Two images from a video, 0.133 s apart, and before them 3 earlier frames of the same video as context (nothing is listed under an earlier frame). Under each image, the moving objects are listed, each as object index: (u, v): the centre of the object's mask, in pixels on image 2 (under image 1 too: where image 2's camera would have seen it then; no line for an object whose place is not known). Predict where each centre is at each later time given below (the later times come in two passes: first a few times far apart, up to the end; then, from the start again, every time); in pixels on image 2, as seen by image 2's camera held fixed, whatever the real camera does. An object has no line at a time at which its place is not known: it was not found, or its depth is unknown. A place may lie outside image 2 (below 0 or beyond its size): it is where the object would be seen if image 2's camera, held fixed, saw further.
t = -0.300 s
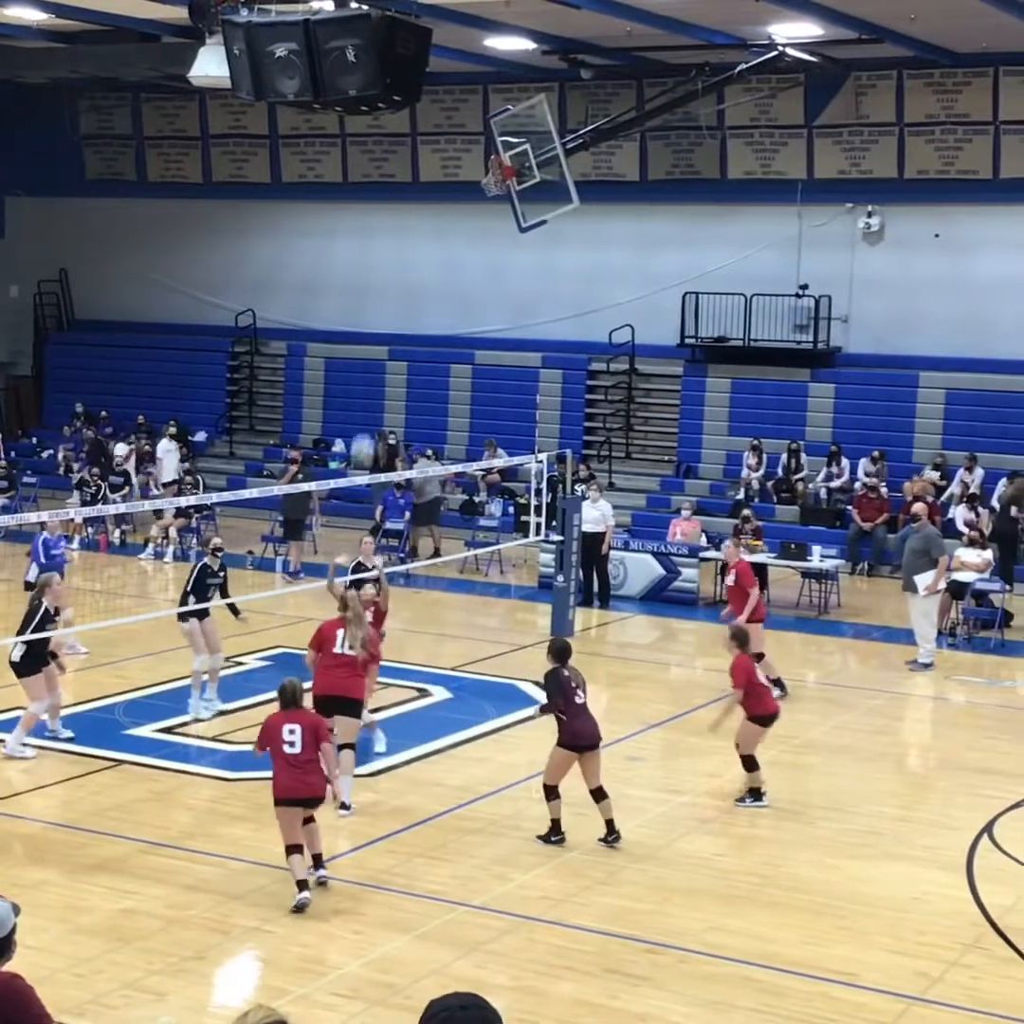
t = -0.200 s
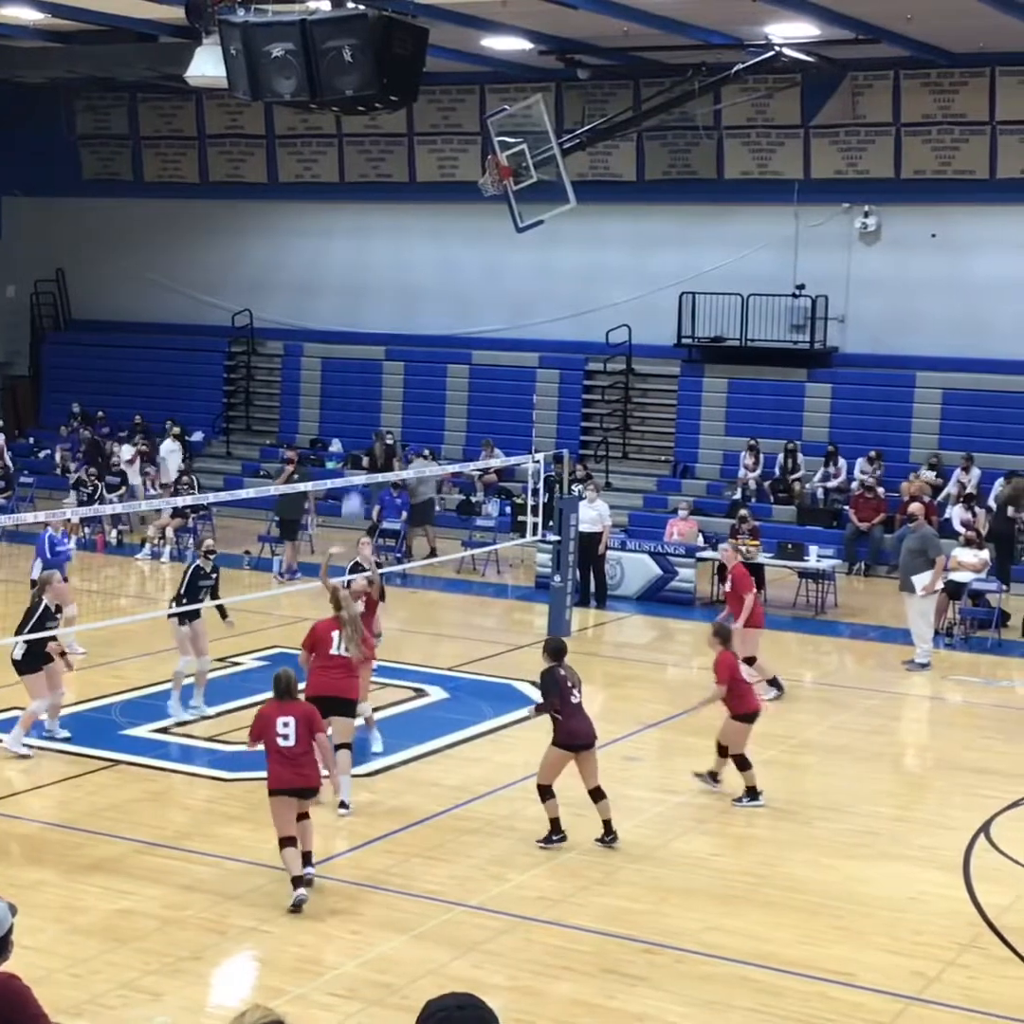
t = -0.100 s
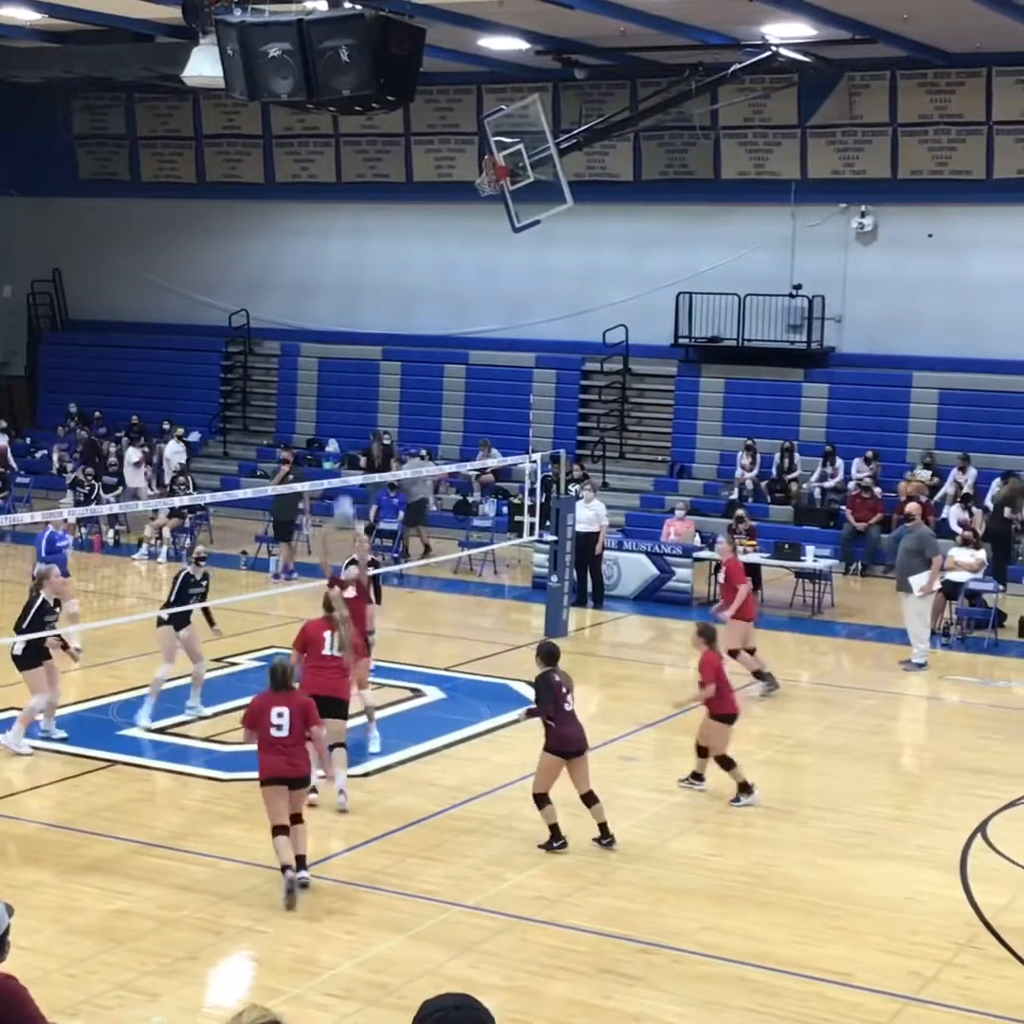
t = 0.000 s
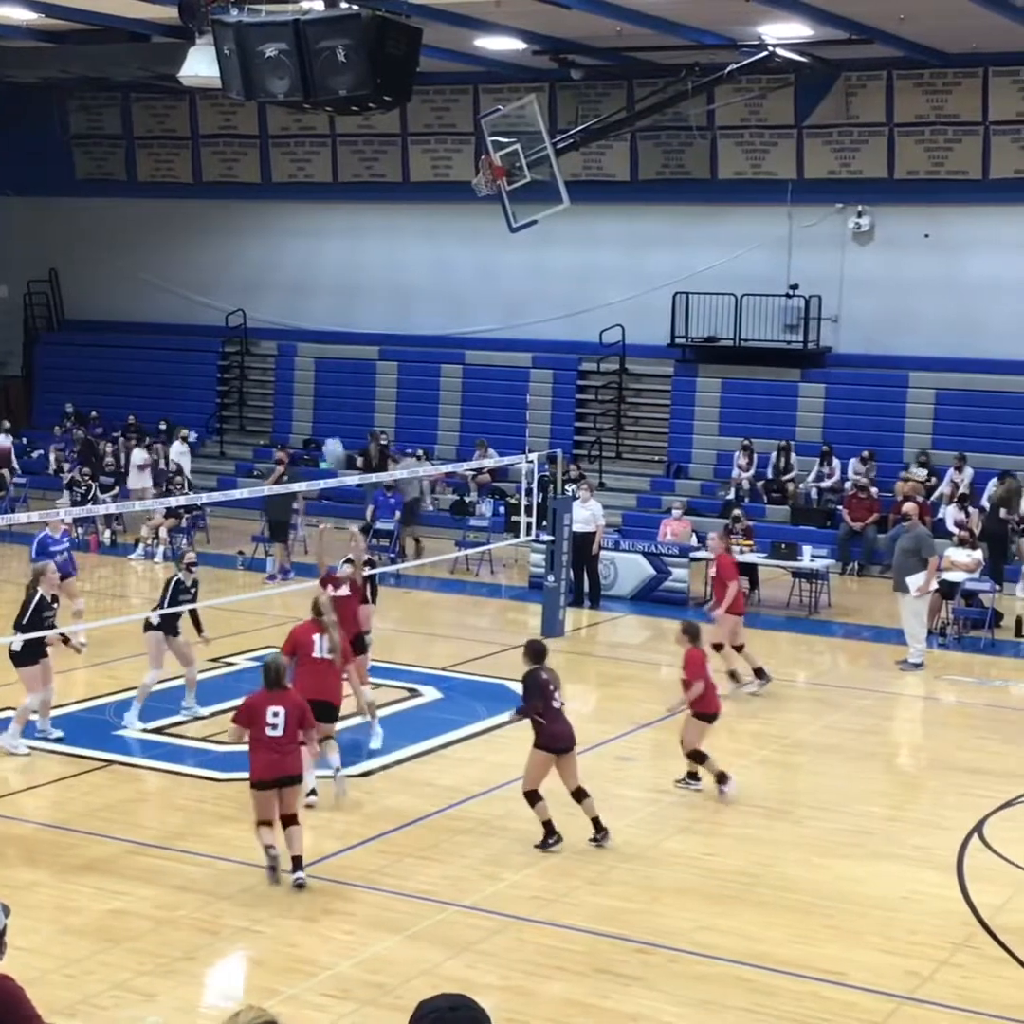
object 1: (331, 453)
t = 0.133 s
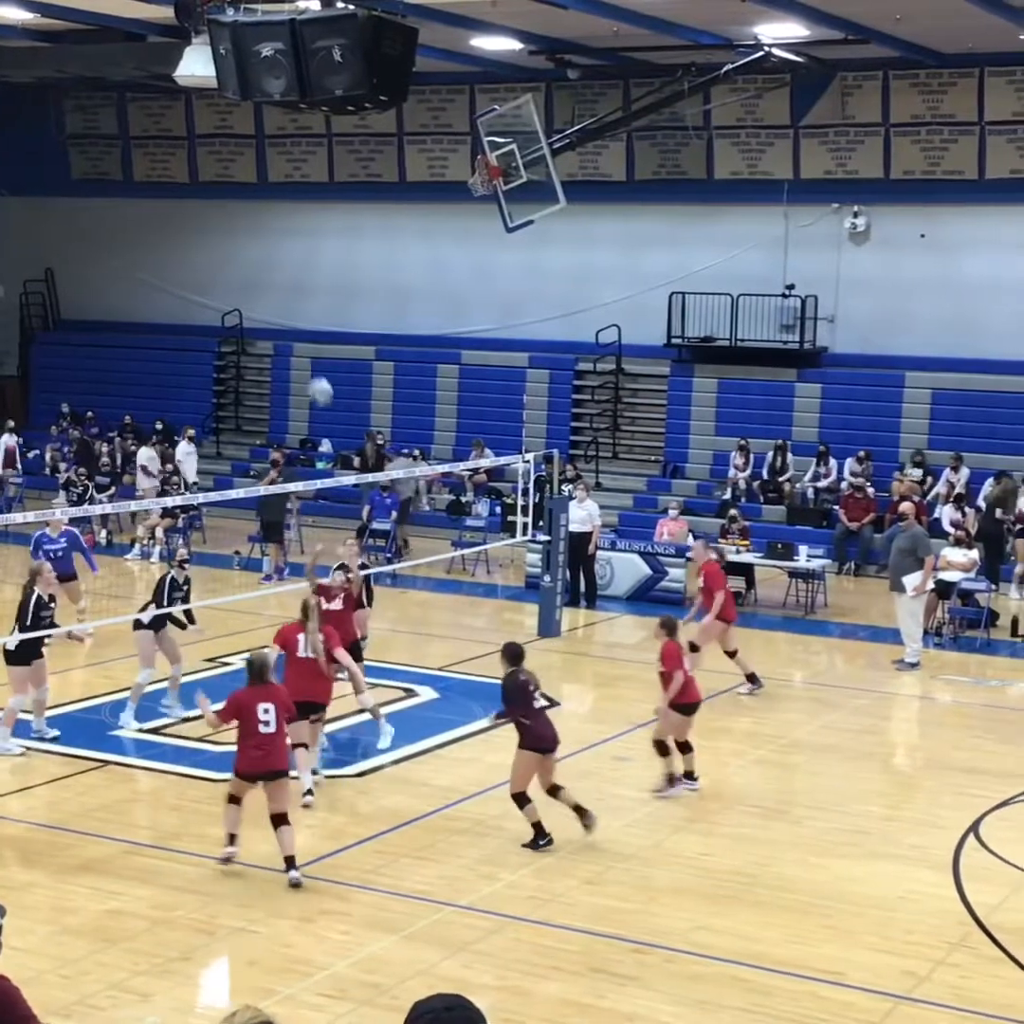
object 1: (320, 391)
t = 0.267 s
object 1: (310, 350)
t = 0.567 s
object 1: (286, 331)
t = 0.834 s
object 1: (263, 399)
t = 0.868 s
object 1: (261, 411)
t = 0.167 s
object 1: (318, 379)
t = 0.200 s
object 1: (316, 368)
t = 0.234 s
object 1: (313, 358)
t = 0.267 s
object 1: (310, 350)
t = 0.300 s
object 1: (308, 343)
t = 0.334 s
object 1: (305, 337)
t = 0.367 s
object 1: (303, 333)
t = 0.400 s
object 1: (300, 330)
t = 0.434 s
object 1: (297, 328)
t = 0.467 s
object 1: (294, 327)
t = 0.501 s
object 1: (292, 327)
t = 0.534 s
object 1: (289, 328)
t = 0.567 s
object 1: (286, 331)
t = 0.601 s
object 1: (283, 335)
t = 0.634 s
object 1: (281, 341)
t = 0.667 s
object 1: (278, 347)
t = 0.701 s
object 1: (275, 355)
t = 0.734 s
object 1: (271, 365)
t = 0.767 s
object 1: (268, 375)
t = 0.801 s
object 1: (266, 386)
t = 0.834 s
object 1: (263, 399)
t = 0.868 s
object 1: (261, 411)
